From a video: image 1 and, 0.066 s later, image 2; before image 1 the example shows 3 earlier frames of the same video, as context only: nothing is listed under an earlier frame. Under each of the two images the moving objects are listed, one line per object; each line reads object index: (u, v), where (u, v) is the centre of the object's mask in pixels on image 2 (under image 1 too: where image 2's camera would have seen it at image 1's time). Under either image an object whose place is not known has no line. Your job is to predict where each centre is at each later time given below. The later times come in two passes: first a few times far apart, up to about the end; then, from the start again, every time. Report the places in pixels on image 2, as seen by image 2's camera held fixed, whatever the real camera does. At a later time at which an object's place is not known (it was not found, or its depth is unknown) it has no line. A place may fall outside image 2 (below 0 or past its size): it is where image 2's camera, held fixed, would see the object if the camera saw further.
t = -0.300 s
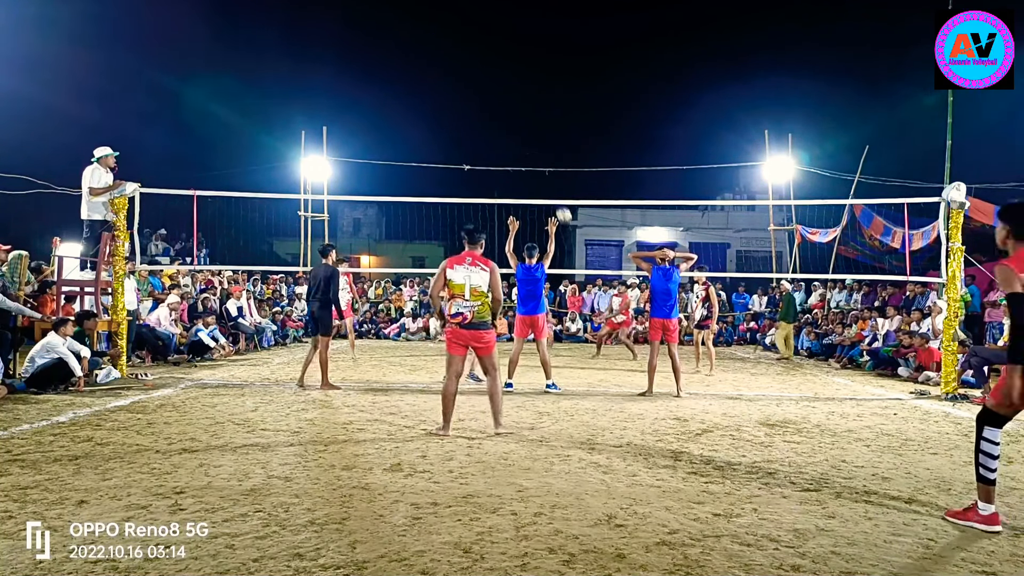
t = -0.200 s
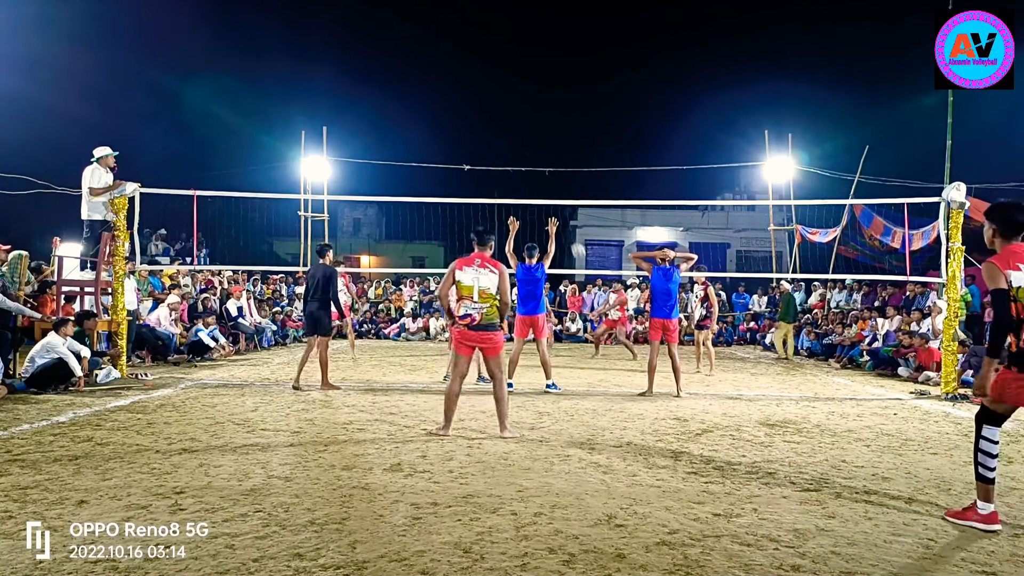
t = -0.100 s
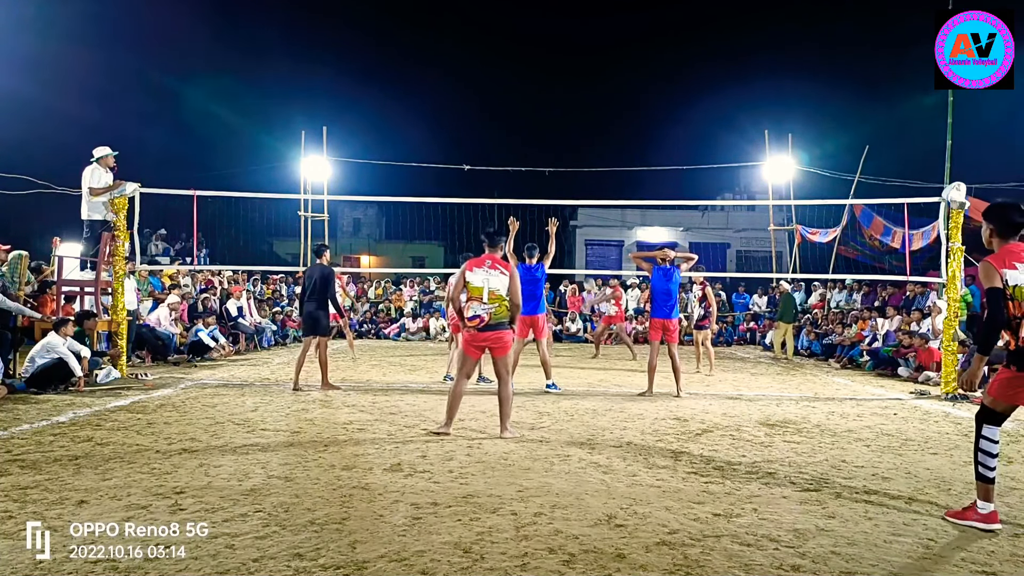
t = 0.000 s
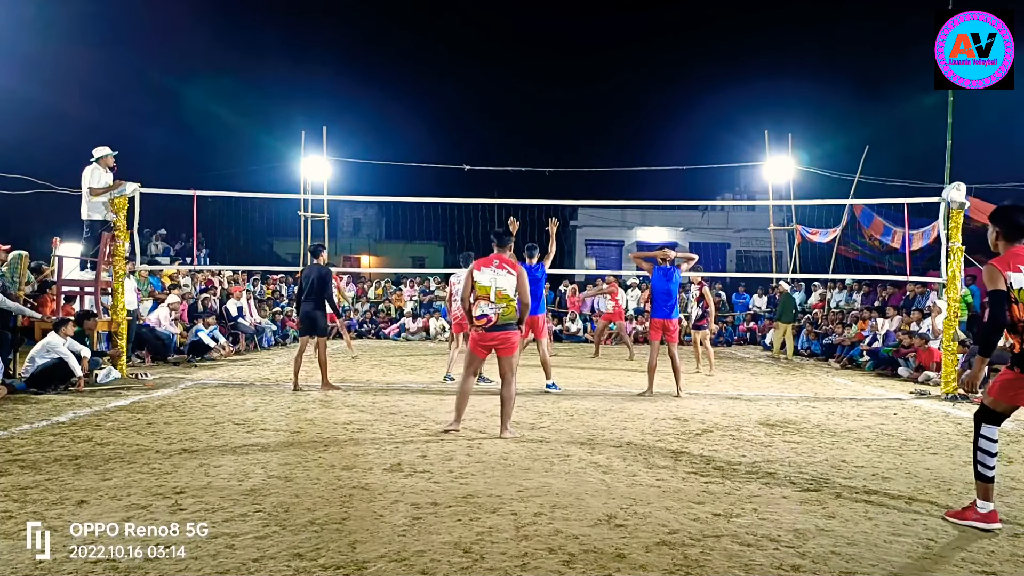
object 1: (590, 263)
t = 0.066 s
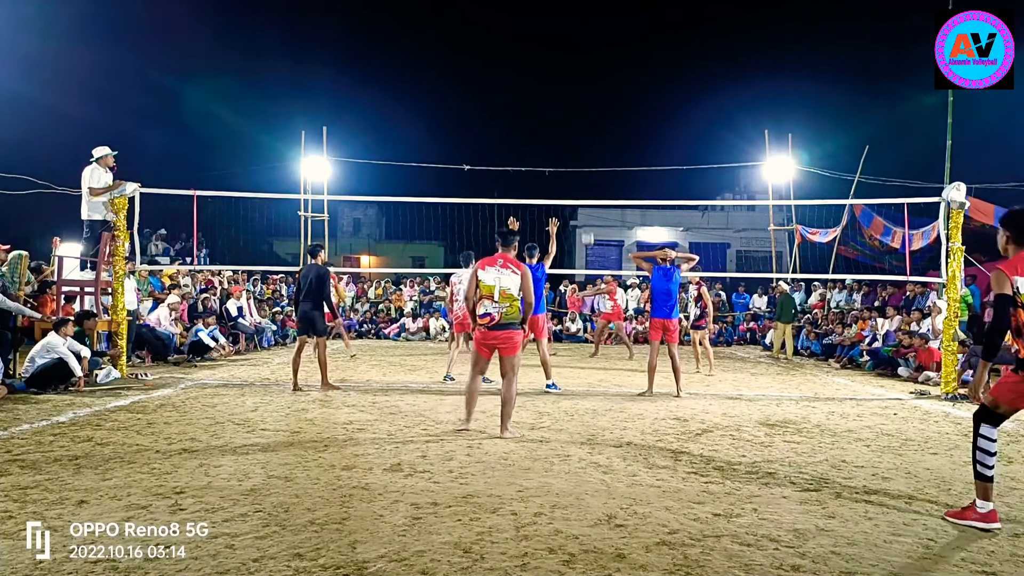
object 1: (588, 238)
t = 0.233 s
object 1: (583, 184)
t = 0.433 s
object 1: (576, 135)
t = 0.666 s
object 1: (567, 104)
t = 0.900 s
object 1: (556, 104)
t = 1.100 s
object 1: (546, 133)
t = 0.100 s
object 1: (587, 226)
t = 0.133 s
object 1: (585, 215)
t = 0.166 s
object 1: (584, 205)
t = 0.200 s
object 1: (584, 193)
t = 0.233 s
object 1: (583, 184)
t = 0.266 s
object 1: (582, 175)
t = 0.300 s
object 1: (580, 166)
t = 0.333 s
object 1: (579, 157)
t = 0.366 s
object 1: (578, 149)
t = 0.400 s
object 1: (577, 142)
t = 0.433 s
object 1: (576, 135)
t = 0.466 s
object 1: (574, 129)
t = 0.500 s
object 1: (573, 123)
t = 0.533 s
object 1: (572, 118)
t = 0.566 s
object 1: (571, 114)
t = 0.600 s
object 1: (569, 110)
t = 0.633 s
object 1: (568, 107)
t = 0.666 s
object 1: (567, 104)
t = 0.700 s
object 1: (565, 102)
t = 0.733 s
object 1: (564, 101)
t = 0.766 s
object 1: (562, 100)
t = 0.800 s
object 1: (561, 100)
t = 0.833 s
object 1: (559, 100)
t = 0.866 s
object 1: (558, 102)
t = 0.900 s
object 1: (556, 104)
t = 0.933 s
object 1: (555, 107)
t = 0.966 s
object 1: (553, 111)
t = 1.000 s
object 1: (551, 115)
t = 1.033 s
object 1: (549, 120)
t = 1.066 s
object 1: (548, 126)
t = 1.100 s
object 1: (546, 133)
